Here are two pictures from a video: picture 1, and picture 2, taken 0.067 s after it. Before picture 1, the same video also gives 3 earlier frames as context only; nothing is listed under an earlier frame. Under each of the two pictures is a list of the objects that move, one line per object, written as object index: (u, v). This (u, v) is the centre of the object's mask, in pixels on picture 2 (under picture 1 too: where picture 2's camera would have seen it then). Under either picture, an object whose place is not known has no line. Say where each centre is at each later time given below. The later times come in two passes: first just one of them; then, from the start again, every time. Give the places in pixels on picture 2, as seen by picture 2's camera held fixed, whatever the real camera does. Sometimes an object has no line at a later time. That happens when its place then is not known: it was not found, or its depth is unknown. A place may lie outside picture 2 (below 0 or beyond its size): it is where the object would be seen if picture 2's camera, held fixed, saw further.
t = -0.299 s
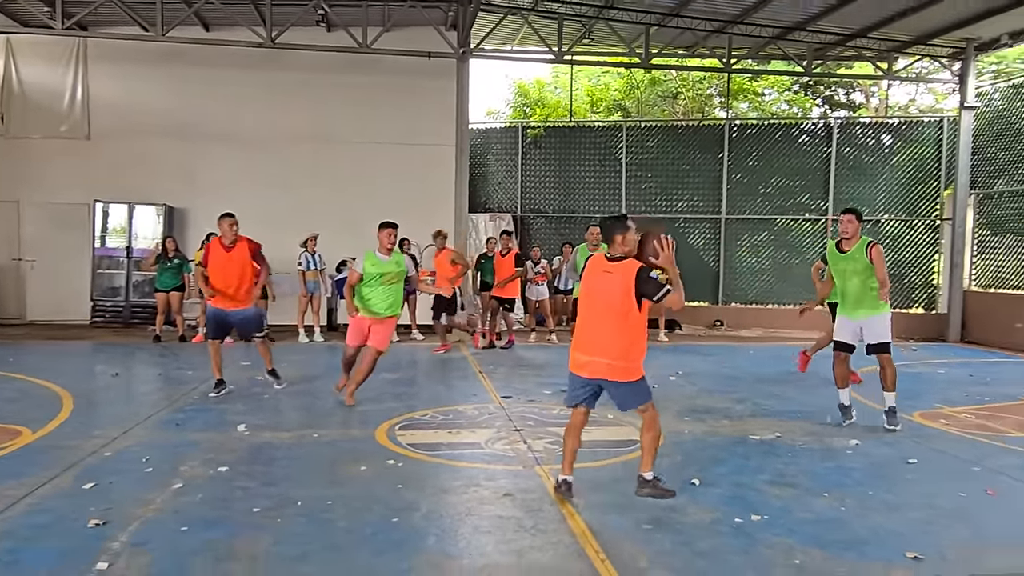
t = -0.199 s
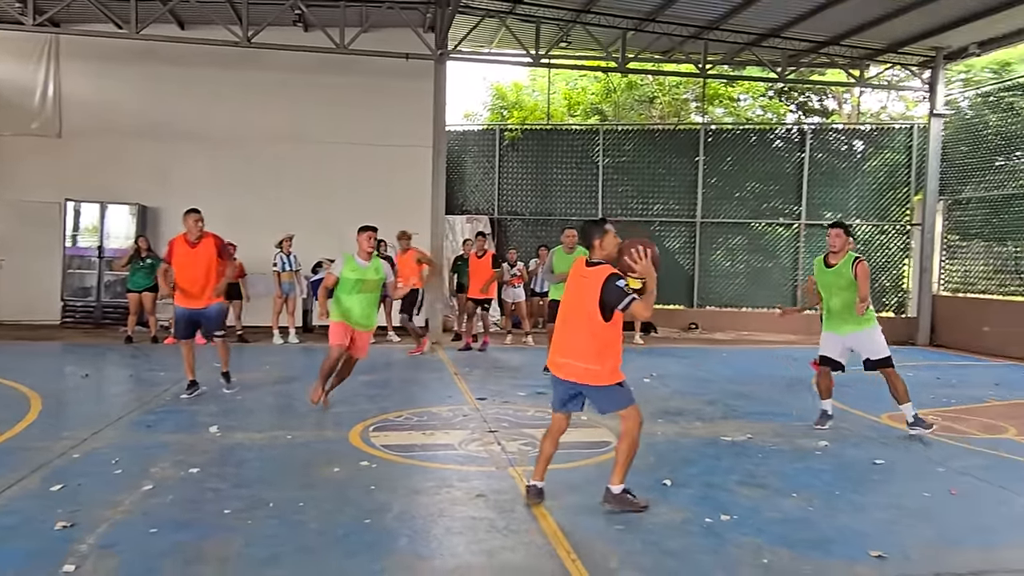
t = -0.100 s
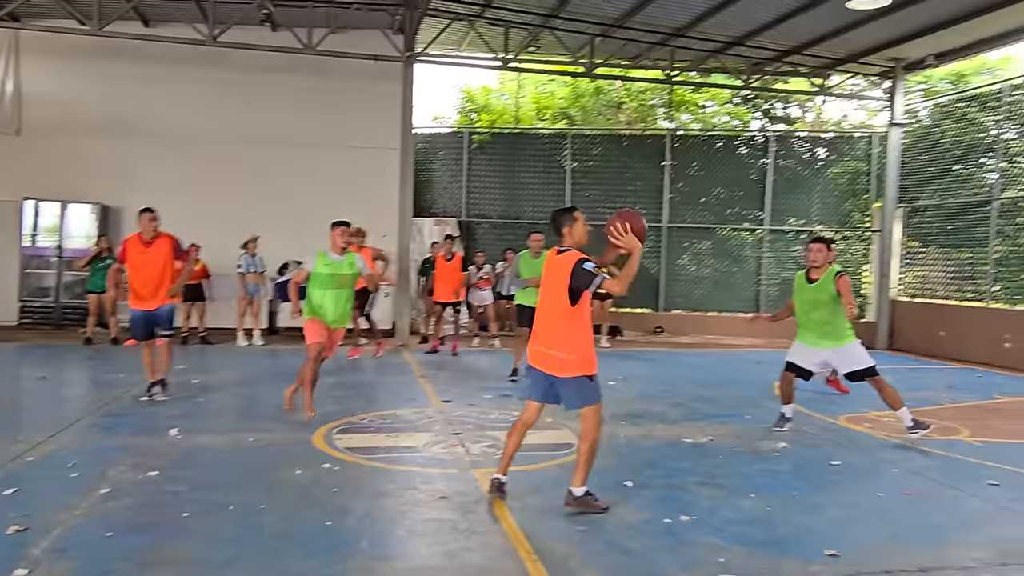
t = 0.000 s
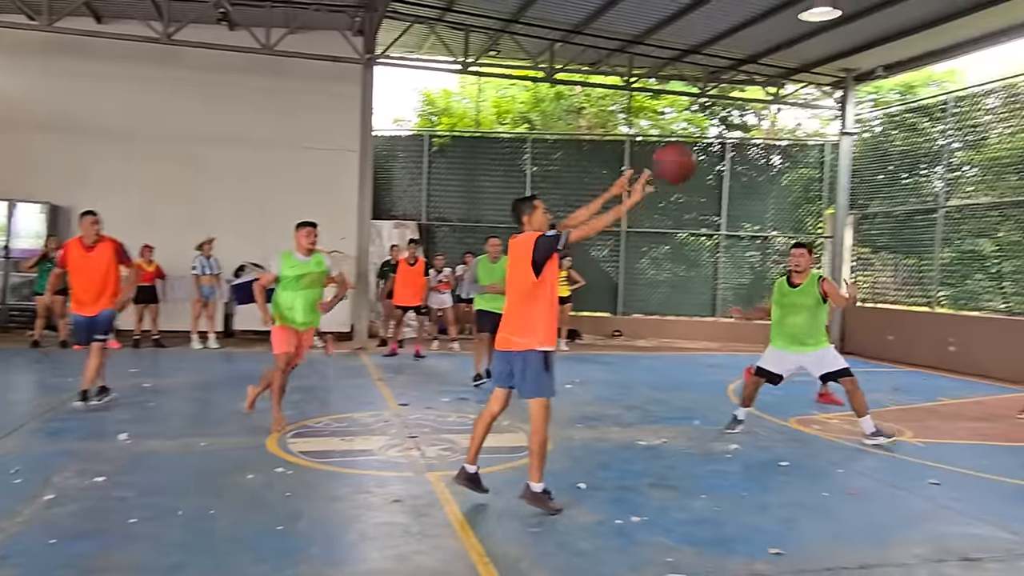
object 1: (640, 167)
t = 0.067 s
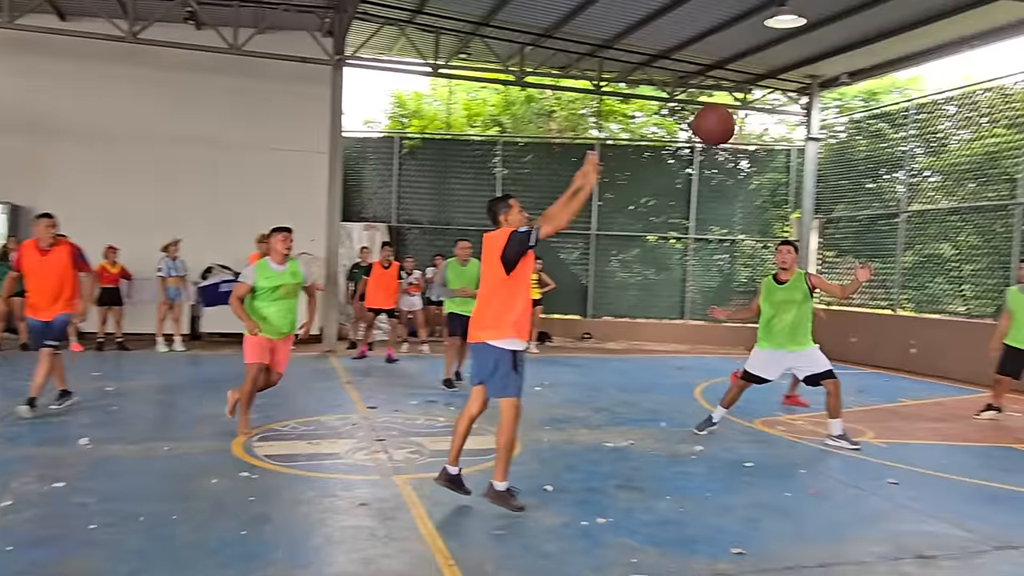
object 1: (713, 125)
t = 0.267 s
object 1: (931, 45)
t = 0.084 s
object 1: (732, 116)
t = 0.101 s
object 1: (750, 106)
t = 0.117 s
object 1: (769, 98)
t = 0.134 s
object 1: (787, 91)
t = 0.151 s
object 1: (805, 84)
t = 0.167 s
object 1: (822, 77)
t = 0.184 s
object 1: (840, 70)
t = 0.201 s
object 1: (860, 63)
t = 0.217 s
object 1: (877, 57)
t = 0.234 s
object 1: (896, 53)
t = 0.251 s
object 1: (914, 49)
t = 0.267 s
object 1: (931, 45)
